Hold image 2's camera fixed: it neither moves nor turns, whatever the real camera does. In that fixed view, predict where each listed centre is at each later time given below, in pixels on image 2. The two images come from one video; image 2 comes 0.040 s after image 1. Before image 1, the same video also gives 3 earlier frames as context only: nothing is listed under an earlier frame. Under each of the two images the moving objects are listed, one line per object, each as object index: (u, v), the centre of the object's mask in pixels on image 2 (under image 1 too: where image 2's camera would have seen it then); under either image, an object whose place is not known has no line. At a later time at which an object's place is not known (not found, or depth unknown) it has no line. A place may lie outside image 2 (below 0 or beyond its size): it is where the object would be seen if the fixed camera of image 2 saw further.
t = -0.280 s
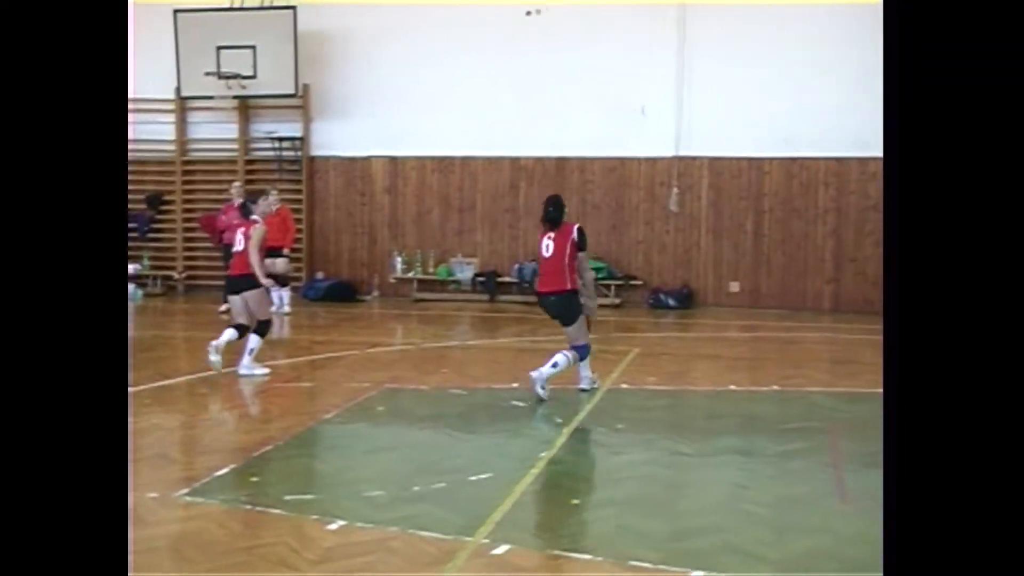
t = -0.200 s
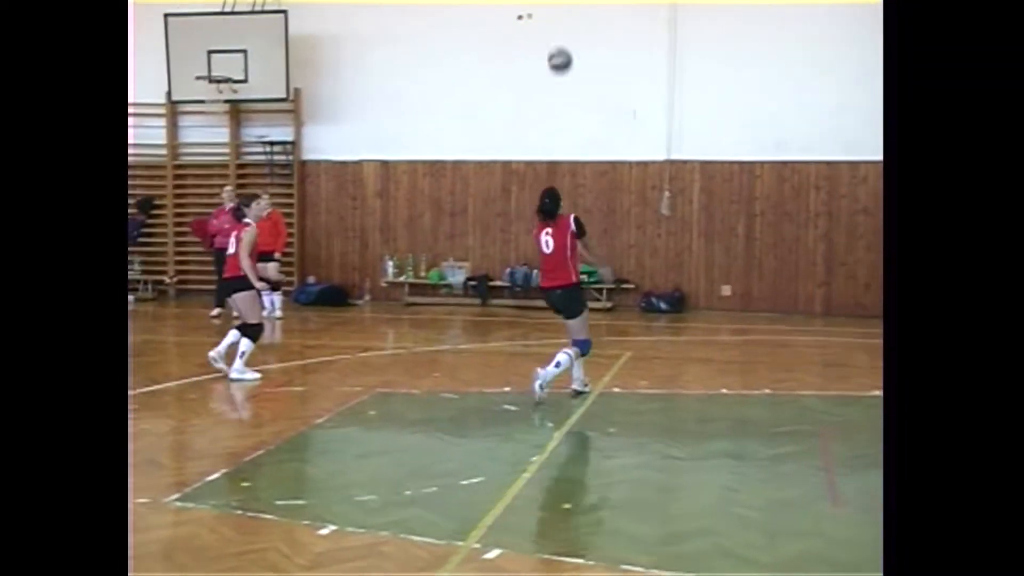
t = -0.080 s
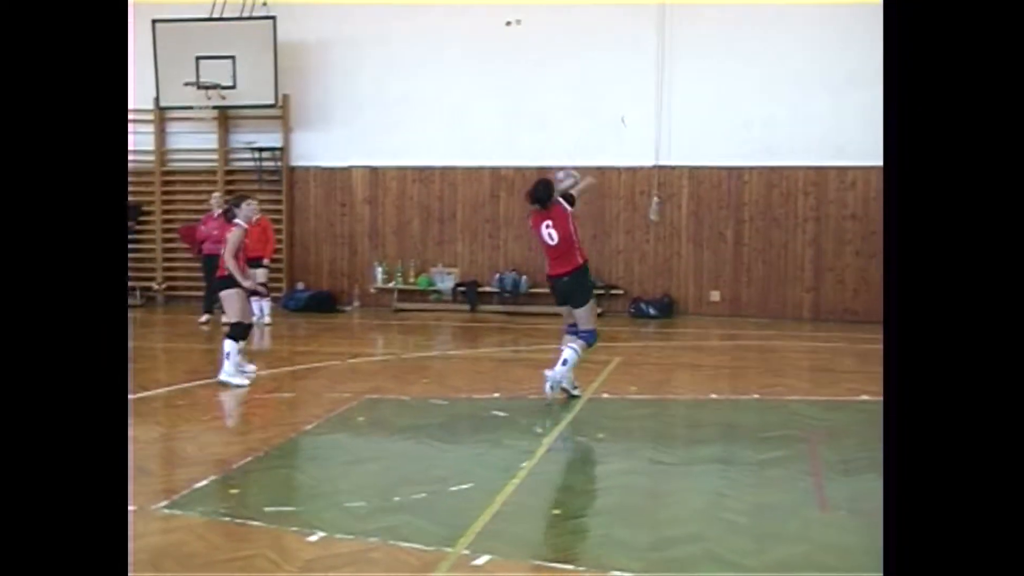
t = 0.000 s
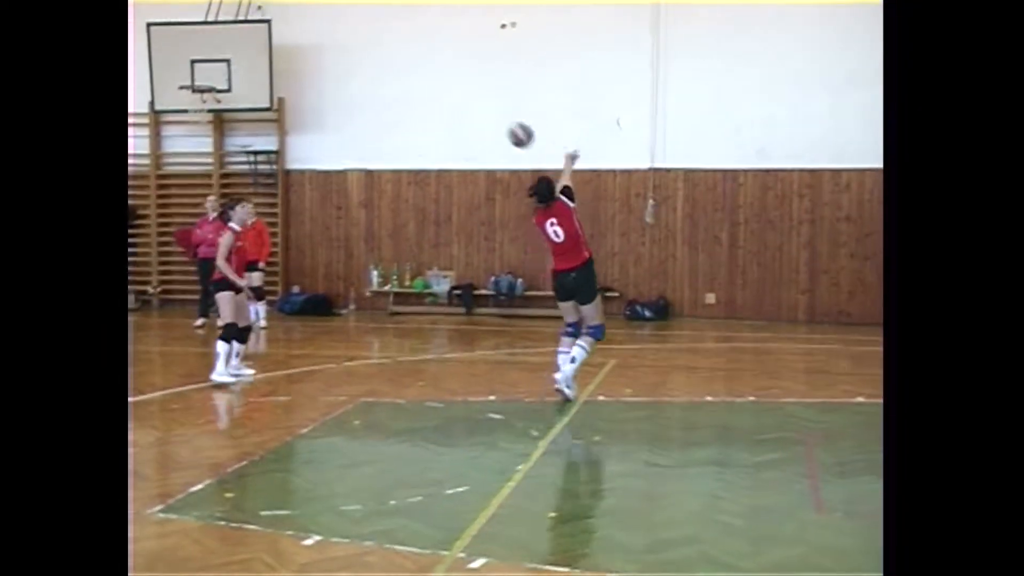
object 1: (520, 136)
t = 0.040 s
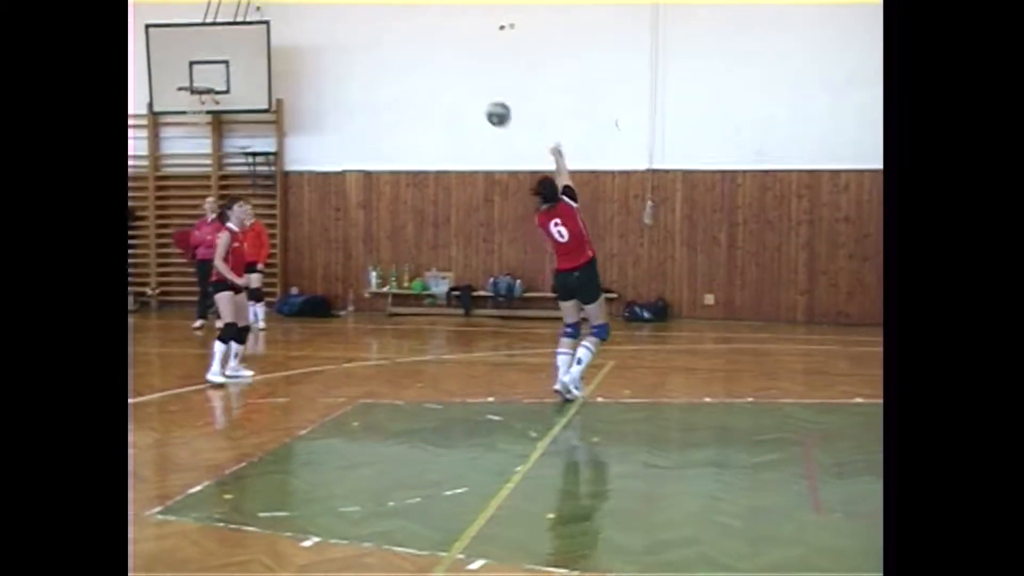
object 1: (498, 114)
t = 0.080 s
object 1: (477, 94)
